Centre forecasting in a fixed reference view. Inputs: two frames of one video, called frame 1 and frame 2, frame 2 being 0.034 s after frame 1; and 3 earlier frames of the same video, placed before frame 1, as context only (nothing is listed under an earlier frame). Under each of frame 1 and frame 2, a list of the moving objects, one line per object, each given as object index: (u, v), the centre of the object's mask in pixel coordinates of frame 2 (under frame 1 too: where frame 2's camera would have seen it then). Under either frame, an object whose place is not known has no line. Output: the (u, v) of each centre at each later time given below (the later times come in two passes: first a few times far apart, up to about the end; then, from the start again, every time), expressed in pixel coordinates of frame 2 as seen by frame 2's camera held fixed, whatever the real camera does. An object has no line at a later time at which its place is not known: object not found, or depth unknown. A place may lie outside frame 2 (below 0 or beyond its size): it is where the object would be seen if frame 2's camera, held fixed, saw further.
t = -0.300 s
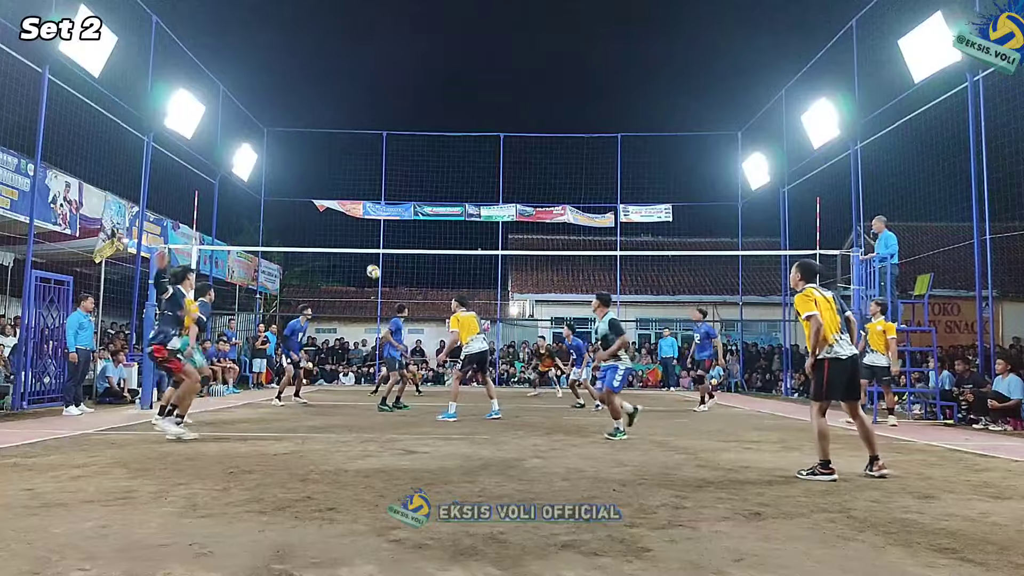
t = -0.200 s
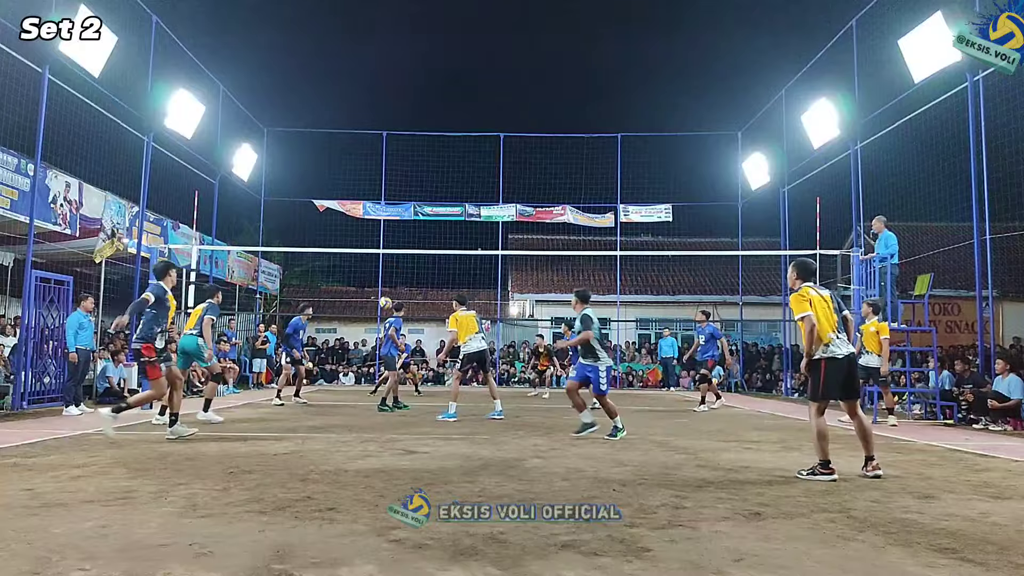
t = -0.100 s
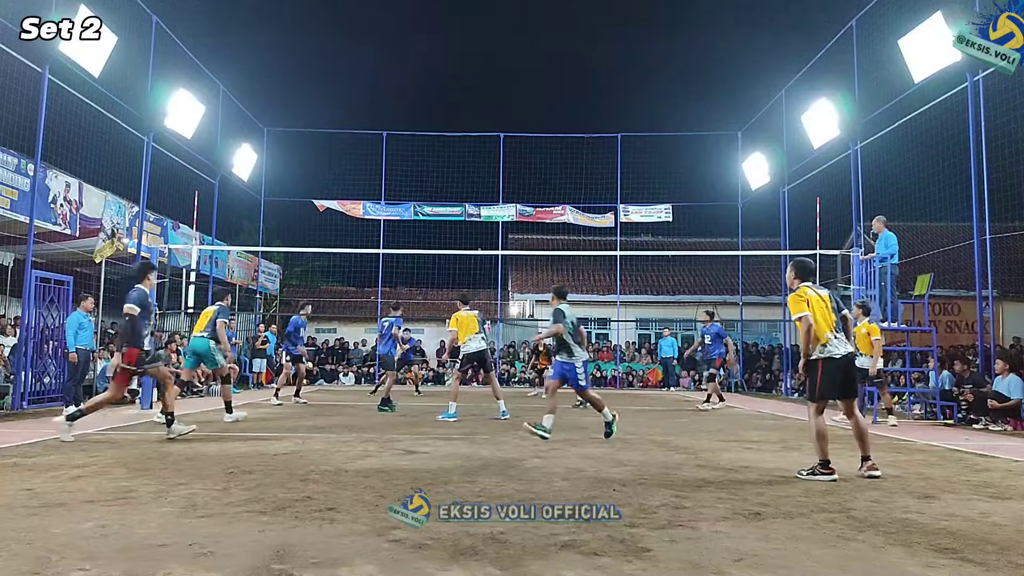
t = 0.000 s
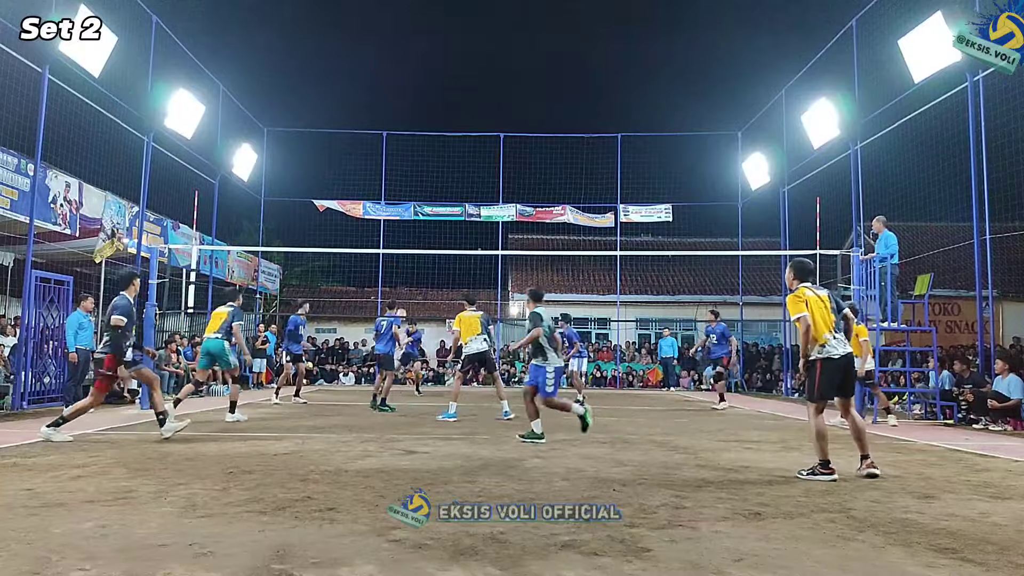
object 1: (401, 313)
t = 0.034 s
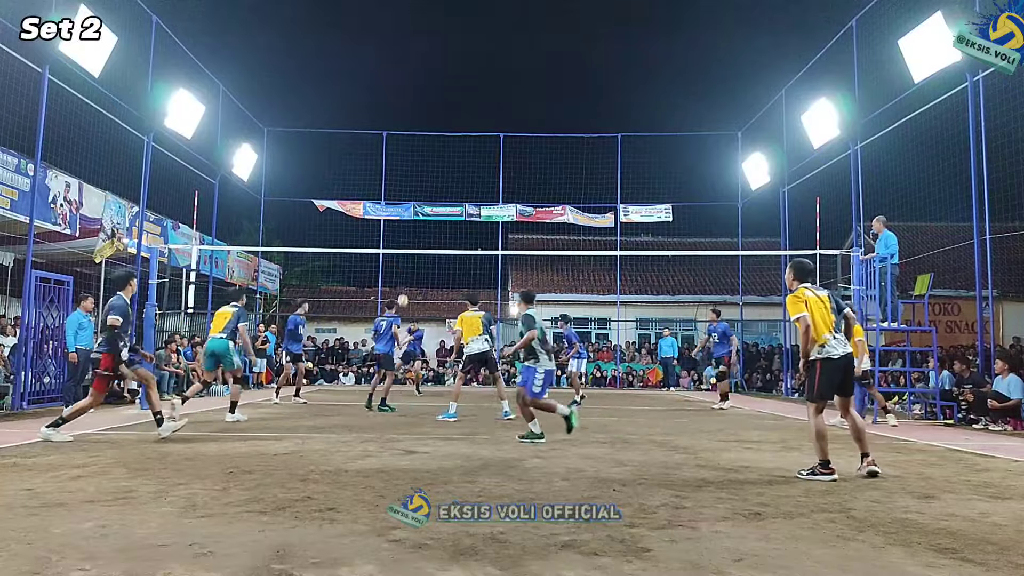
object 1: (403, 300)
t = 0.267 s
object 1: (415, 211)
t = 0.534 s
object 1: (432, 138)
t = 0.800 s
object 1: (450, 94)
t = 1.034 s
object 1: (467, 83)
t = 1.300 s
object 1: (487, 108)
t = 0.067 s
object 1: (404, 286)
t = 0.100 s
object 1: (406, 273)
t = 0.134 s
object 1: (408, 260)
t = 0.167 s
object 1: (410, 246)
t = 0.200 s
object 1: (412, 235)
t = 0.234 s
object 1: (413, 224)
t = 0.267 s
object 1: (415, 211)
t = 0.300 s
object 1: (417, 201)
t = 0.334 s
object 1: (419, 191)
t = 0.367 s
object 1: (421, 181)
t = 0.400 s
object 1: (423, 171)
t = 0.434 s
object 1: (425, 162)
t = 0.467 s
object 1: (427, 153)
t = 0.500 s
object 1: (429, 145)
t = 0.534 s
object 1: (432, 138)
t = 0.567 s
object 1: (434, 130)
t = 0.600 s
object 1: (436, 124)
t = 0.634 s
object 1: (438, 117)
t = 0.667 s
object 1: (440, 111)
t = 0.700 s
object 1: (443, 106)
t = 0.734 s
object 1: (445, 102)
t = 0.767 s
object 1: (447, 97)
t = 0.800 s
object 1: (450, 94)
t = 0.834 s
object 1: (452, 90)
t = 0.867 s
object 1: (455, 88)
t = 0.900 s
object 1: (457, 86)
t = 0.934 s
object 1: (459, 84)
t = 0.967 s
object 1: (462, 83)
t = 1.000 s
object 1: (464, 83)
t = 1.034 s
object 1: (467, 83)
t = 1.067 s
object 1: (469, 84)
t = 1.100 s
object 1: (472, 85)
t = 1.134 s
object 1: (474, 87)
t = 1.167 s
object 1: (477, 90)
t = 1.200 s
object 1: (480, 94)
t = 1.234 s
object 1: (482, 98)
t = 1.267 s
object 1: (485, 102)
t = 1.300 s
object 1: (487, 108)
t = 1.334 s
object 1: (490, 114)
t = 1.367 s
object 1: (492, 121)
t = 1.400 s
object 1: (495, 128)
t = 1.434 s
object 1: (498, 136)
